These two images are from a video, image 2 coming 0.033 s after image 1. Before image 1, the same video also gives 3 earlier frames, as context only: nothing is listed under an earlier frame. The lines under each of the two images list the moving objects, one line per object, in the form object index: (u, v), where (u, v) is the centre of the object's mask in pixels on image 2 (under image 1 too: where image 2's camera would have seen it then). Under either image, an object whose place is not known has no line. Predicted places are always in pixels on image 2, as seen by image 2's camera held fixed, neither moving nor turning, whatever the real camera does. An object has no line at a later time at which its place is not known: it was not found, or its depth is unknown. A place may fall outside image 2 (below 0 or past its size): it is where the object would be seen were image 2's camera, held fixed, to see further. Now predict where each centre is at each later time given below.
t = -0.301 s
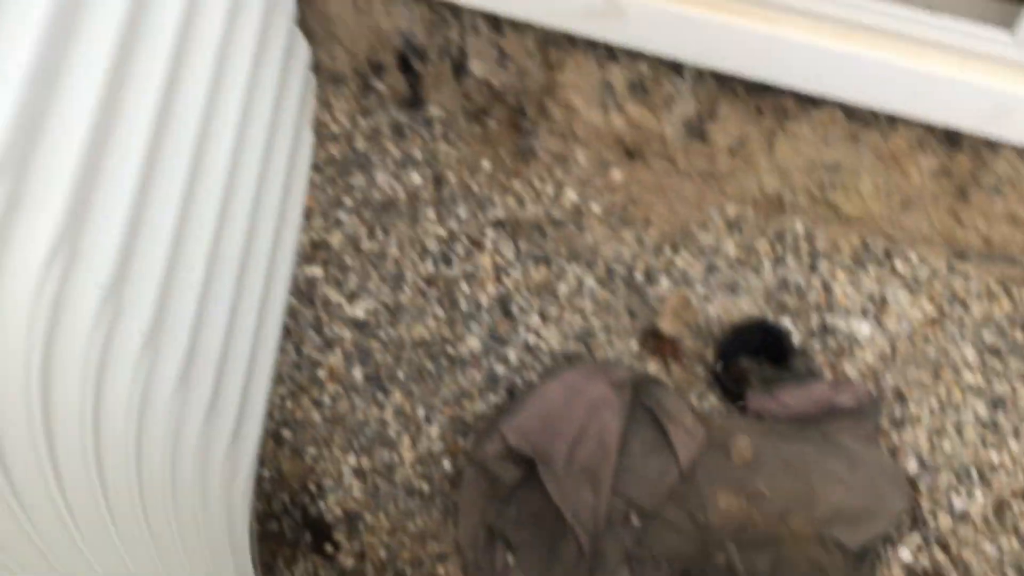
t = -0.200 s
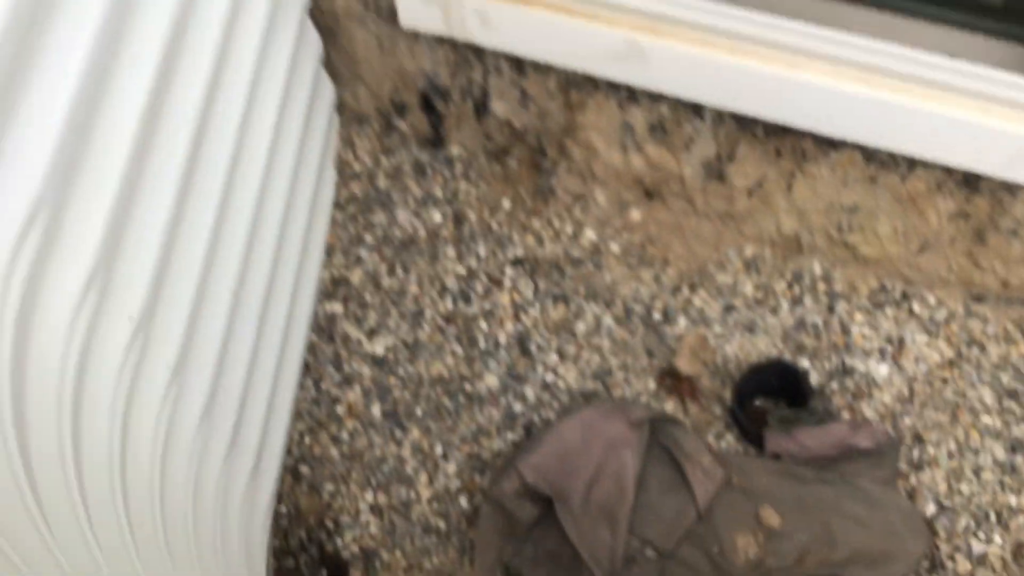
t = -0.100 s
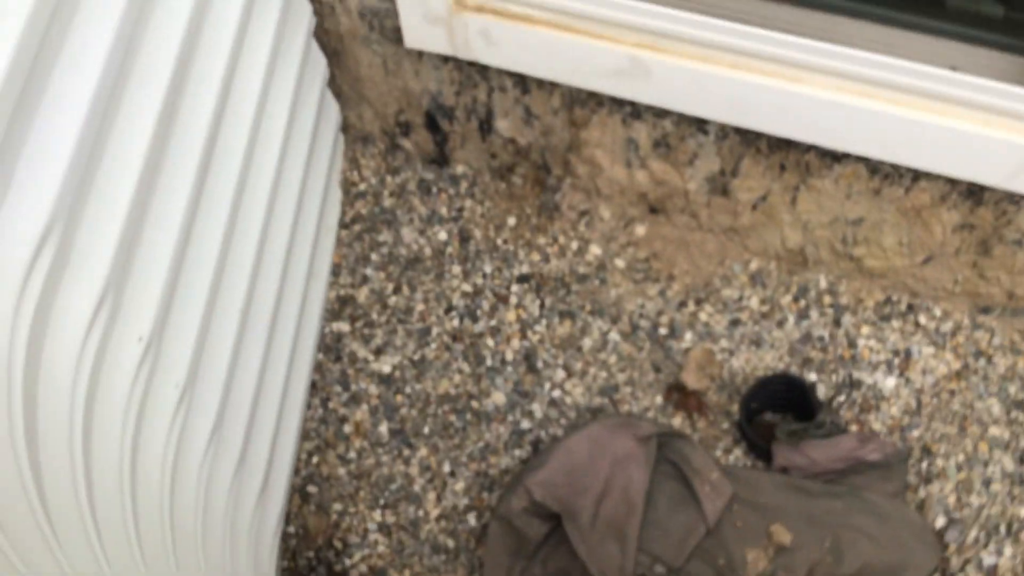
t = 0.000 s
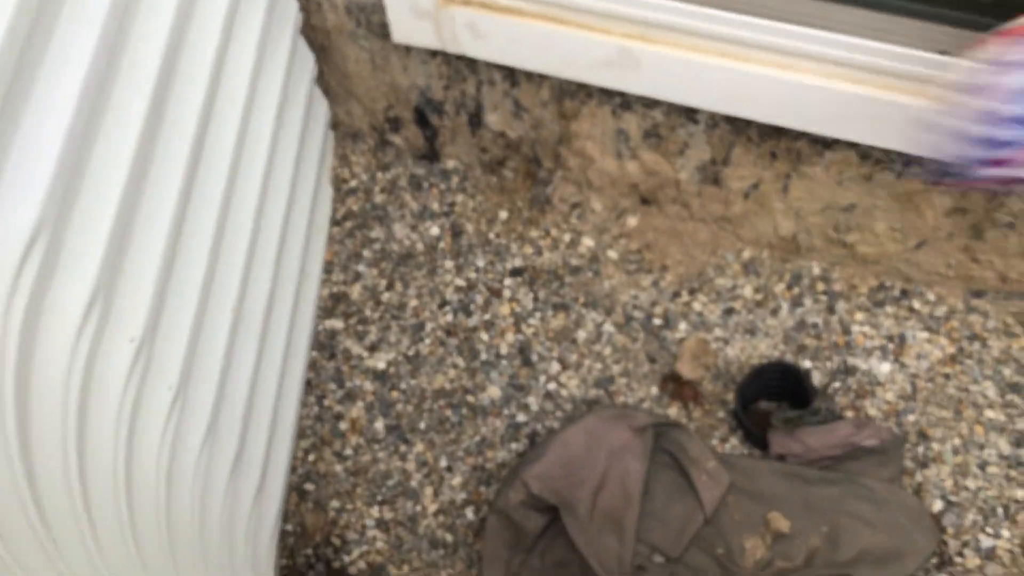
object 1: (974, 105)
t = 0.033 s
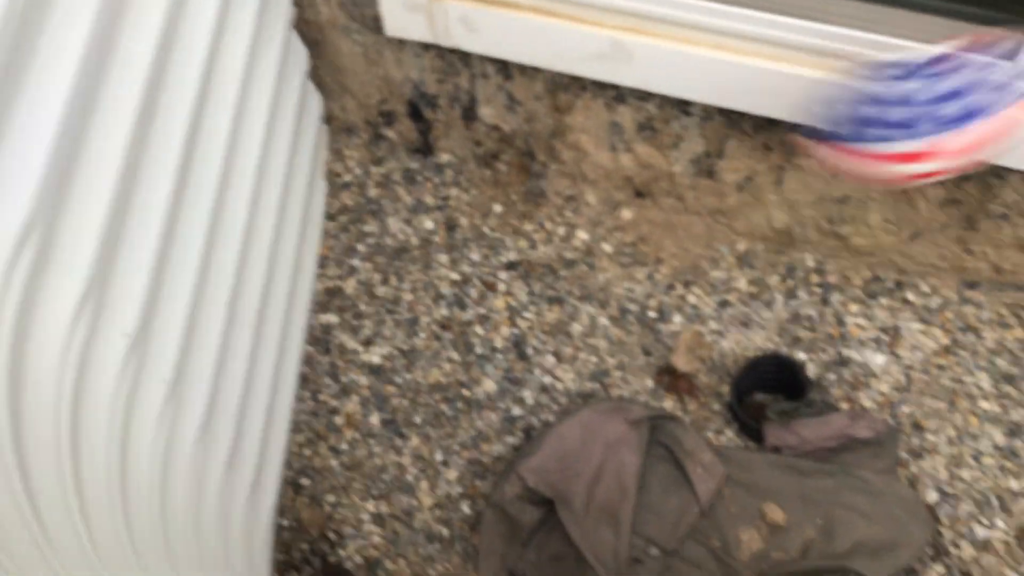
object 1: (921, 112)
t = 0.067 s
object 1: (822, 152)
